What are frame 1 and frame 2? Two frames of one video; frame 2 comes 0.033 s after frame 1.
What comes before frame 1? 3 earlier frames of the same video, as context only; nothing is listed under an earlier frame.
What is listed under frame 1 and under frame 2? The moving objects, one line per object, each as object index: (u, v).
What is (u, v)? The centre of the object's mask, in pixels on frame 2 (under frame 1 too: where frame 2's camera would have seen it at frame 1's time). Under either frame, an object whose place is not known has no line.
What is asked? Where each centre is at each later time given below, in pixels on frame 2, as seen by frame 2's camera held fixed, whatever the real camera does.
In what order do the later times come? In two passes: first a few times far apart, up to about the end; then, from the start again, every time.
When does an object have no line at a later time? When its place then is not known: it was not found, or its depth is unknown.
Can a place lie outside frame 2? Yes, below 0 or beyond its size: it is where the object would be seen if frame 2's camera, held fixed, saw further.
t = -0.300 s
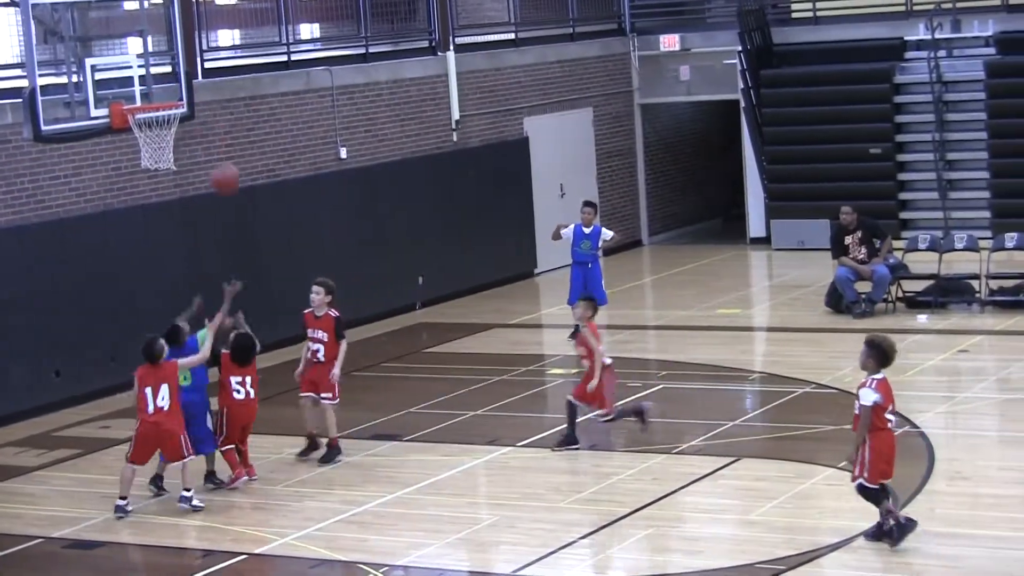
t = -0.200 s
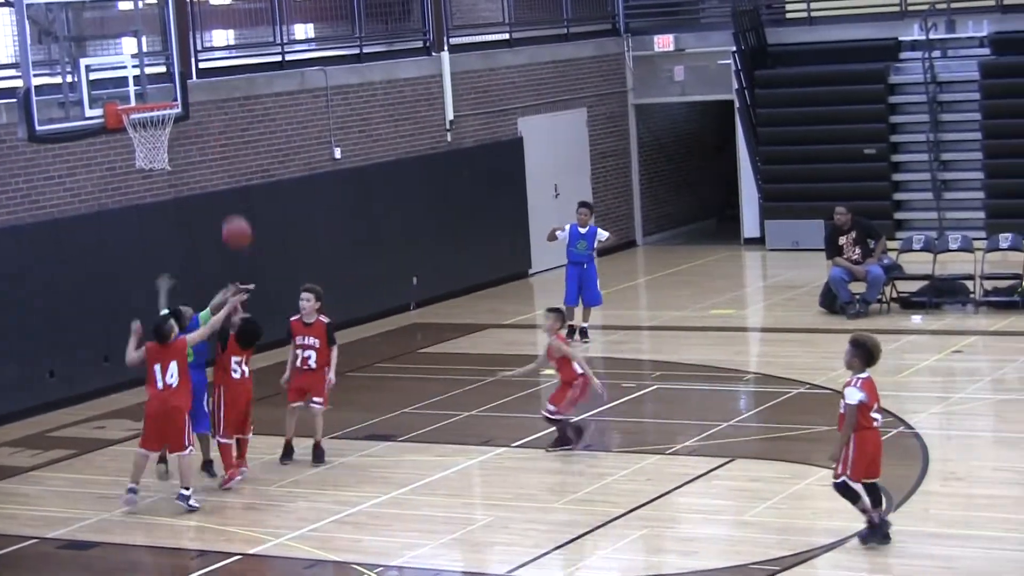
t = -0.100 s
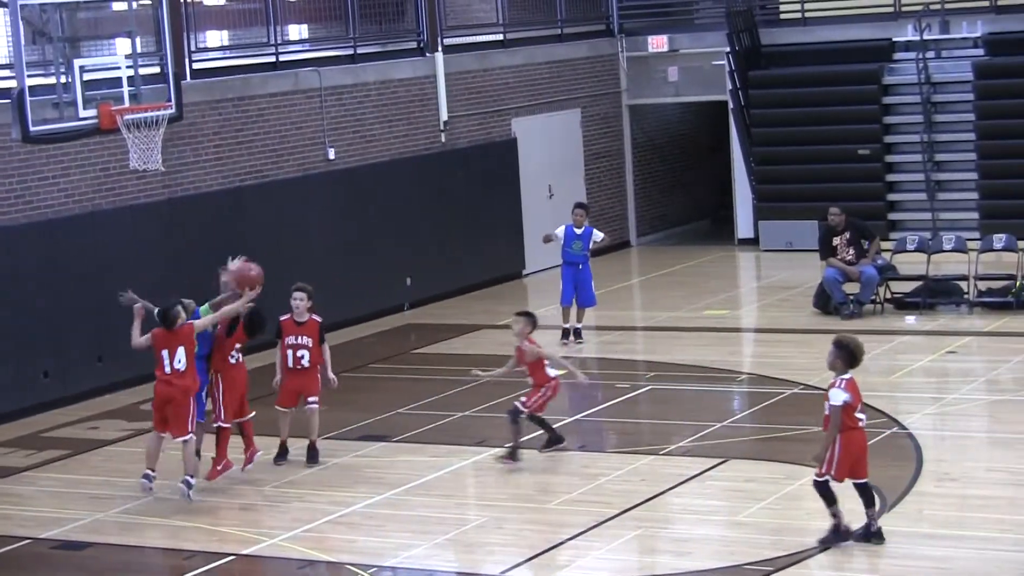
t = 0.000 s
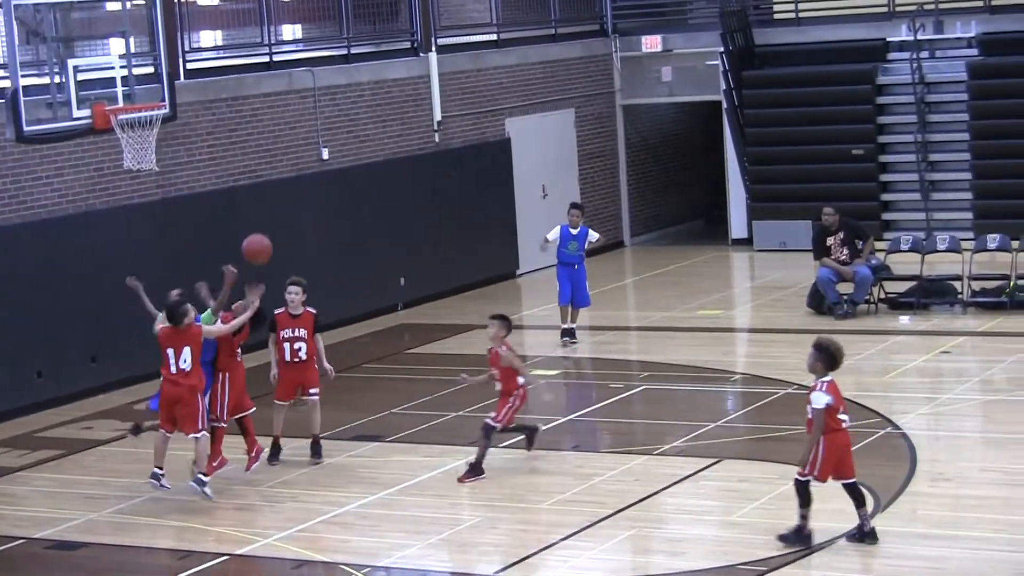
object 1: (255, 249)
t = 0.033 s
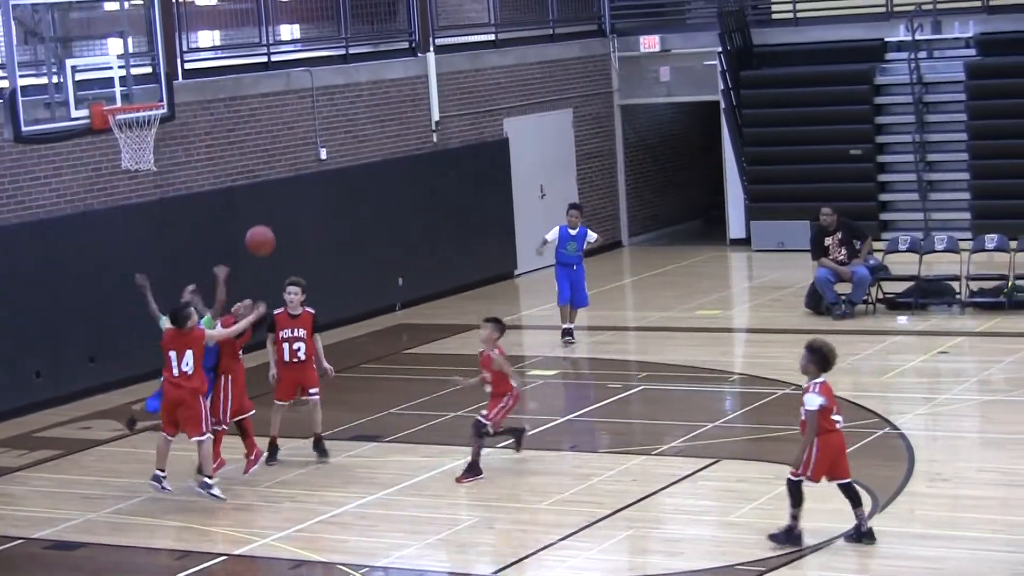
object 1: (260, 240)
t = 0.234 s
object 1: (293, 220)
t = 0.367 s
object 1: (317, 233)
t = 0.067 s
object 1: (265, 234)
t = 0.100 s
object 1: (271, 228)
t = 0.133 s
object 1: (276, 224)
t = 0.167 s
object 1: (281, 221)
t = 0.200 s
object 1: (287, 220)
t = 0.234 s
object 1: (293, 220)
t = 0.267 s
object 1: (299, 221)
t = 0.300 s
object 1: (305, 223)
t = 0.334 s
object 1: (310, 228)
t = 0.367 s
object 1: (317, 233)
